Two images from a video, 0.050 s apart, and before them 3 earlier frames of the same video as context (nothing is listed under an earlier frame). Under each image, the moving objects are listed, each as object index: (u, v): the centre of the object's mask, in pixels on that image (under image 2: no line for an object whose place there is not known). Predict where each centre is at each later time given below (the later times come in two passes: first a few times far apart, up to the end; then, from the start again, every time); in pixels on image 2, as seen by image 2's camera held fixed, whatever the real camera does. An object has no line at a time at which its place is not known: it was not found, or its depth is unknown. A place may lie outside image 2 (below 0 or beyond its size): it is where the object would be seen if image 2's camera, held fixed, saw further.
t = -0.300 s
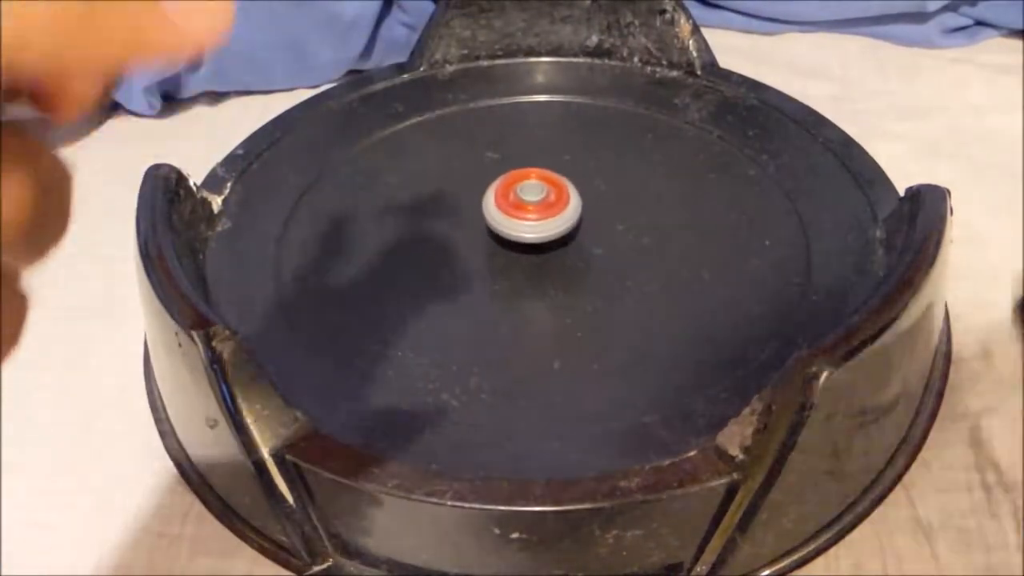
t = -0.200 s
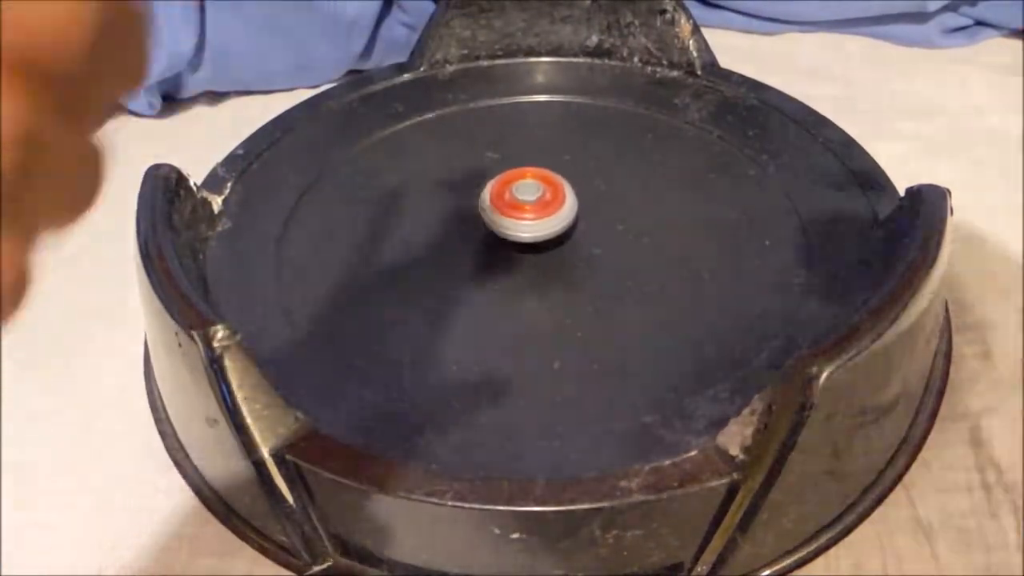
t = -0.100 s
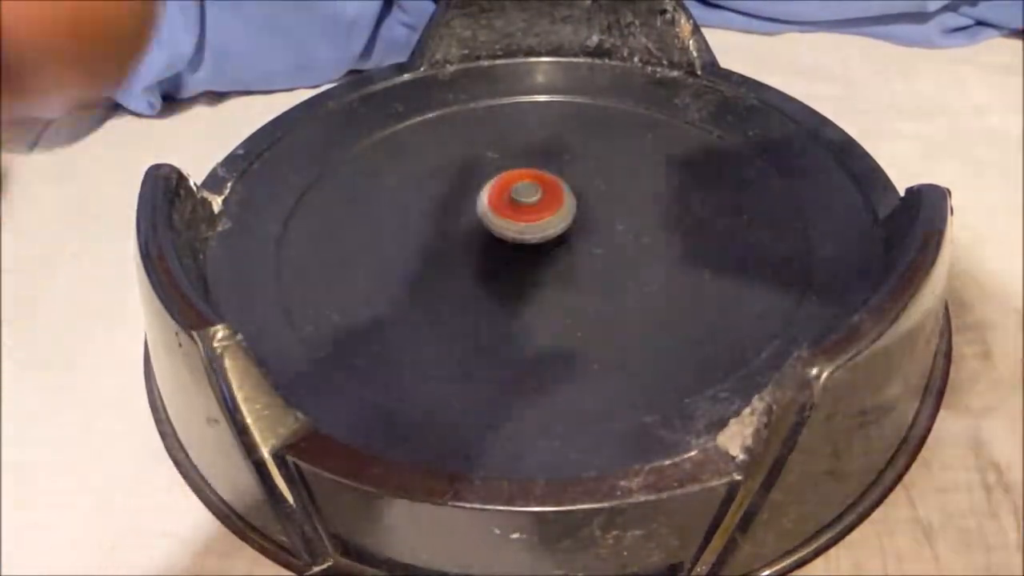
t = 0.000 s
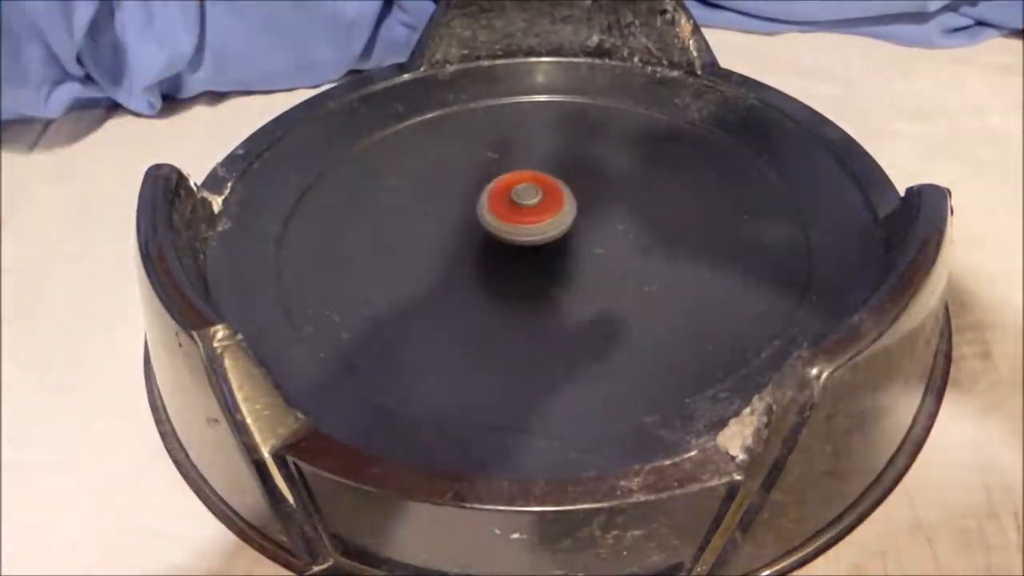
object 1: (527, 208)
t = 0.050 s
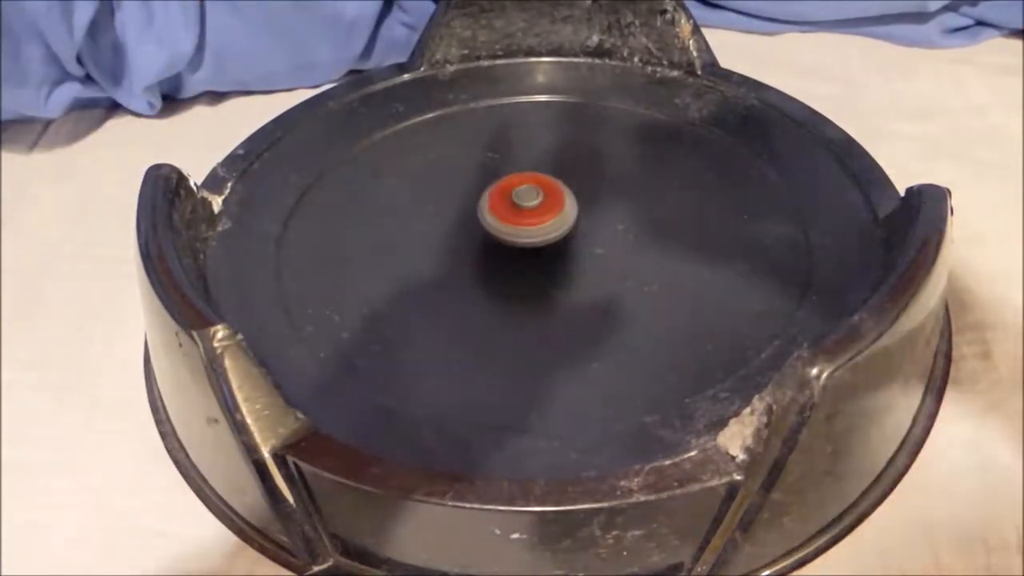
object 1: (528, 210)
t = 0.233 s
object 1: (536, 215)
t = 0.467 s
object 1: (548, 219)
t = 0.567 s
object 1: (553, 220)
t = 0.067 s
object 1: (528, 210)
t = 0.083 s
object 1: (529, 211)
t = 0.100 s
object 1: (529, 211)
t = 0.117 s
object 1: (530, 212)
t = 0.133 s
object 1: (531, 212)
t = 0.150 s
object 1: (531, 213)
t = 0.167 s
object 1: (532, 213)
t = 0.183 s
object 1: (533, 213)
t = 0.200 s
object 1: (534, 214)
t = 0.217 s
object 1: (535, 214)
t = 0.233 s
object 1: (536, 215)
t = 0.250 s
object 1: (536, 215)
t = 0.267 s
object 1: (537, 215)
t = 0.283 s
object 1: (538, 216)
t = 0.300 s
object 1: (539, 216)
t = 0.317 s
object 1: (540, 216)
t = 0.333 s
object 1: (541, 217)
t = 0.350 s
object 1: (542, 217)
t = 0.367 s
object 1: (543, 217)
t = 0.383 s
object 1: (543, 218)
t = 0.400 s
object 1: (544, 218)
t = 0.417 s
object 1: (545, 218)
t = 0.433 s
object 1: (546, 218)
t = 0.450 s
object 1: (547, 219)
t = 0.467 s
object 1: (548, 219)
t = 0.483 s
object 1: (549, 219)
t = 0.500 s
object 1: (549, 219)
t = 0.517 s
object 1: (550, 219)
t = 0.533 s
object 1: (551, 219)
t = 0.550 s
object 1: (552, 220)
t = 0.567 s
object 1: (553, 220)
